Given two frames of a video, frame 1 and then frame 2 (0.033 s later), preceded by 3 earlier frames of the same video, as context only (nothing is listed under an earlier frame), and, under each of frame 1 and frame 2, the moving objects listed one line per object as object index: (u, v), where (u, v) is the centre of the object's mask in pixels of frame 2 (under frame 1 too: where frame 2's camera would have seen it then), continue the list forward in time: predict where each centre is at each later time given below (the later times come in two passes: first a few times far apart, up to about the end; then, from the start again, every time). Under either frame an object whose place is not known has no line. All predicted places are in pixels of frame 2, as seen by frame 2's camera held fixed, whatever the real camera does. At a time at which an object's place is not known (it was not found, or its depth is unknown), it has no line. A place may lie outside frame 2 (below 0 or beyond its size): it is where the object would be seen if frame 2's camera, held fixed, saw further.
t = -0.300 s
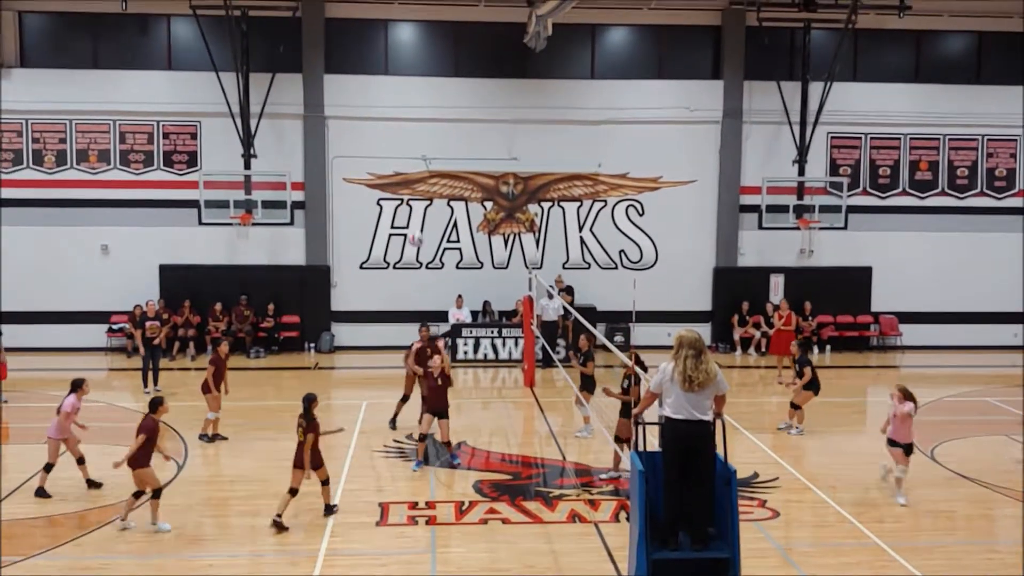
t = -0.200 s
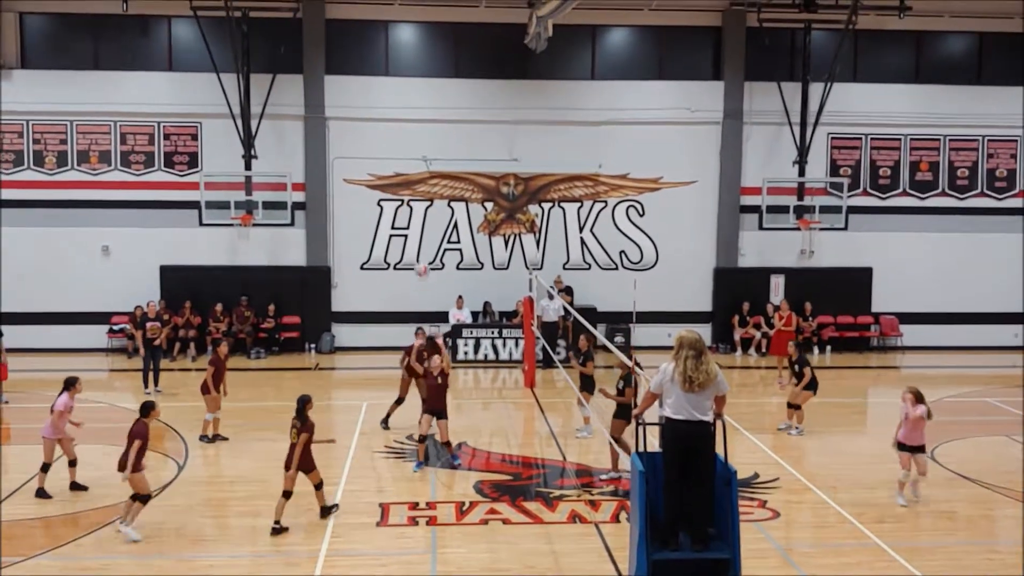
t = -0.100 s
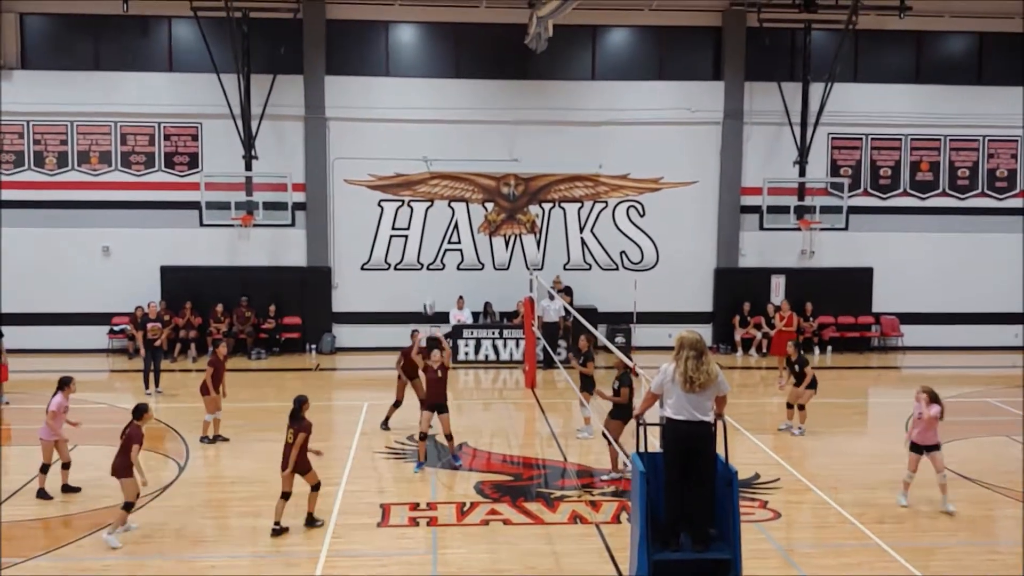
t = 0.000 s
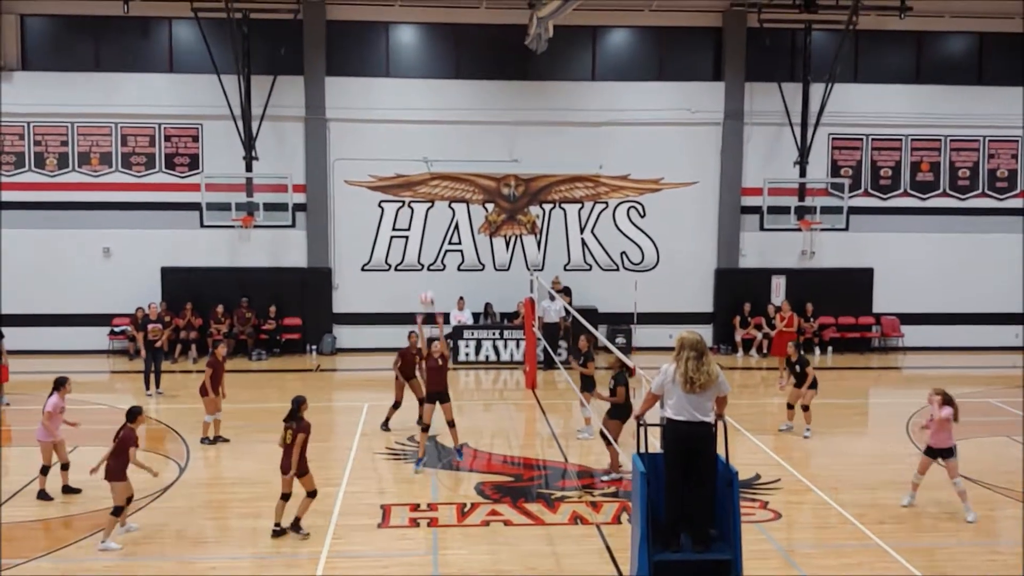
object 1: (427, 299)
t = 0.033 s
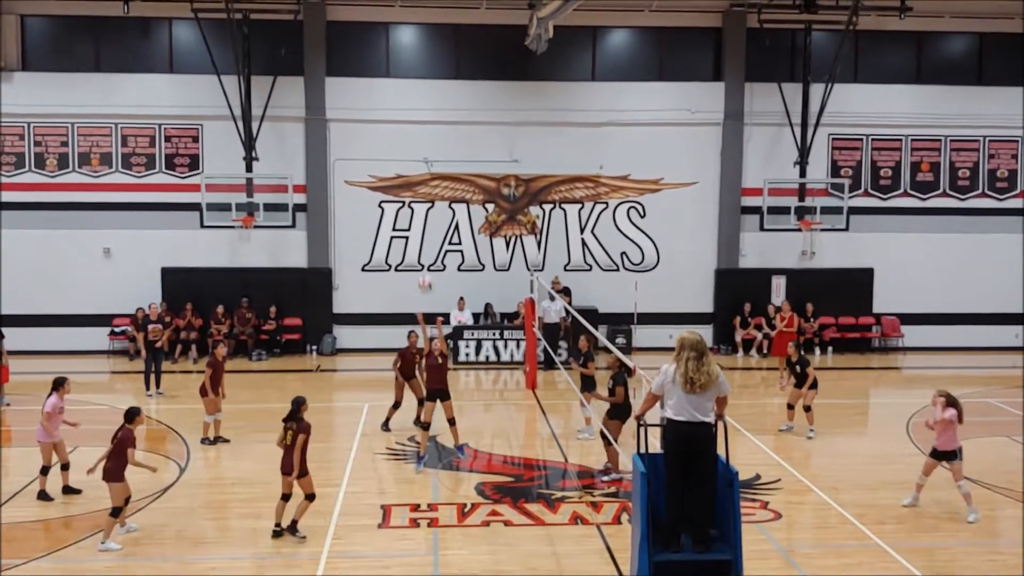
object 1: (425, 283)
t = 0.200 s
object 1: (410, 200)
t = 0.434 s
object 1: (390, 124)
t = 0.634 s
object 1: (369, 88)
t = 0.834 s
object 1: (350, 90)
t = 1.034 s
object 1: (329, 128)
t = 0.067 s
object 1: (423, 266)
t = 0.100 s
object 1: (420, 251)
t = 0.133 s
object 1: (418, 237)
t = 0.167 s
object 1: (414, 214)
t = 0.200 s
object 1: (410, 200)
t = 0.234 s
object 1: (408, 187)
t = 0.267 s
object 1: (404, 176)
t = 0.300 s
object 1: (401, 165)
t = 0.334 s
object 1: (399, 151)
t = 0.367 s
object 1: (397, 142)
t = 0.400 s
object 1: (393, 133)
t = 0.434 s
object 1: (390, 124)
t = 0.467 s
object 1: (387, 117)
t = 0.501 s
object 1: (383, 108)
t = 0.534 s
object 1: (379, 101)
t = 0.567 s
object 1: (376, 96)
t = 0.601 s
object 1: (373, 92)
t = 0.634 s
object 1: (369, 88)
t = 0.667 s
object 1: (366, 87)
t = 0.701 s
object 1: (363, 86)
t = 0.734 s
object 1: (360, 86)
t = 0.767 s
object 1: (357, 87)
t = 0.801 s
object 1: (353, 88)
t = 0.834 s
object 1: (350, 90)
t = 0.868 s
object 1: (347, 94)
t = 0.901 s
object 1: (344, 98)
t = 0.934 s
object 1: (341, 104)
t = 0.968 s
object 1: (337, 112)
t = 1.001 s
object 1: (333, 120)
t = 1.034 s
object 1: (329, 128)
